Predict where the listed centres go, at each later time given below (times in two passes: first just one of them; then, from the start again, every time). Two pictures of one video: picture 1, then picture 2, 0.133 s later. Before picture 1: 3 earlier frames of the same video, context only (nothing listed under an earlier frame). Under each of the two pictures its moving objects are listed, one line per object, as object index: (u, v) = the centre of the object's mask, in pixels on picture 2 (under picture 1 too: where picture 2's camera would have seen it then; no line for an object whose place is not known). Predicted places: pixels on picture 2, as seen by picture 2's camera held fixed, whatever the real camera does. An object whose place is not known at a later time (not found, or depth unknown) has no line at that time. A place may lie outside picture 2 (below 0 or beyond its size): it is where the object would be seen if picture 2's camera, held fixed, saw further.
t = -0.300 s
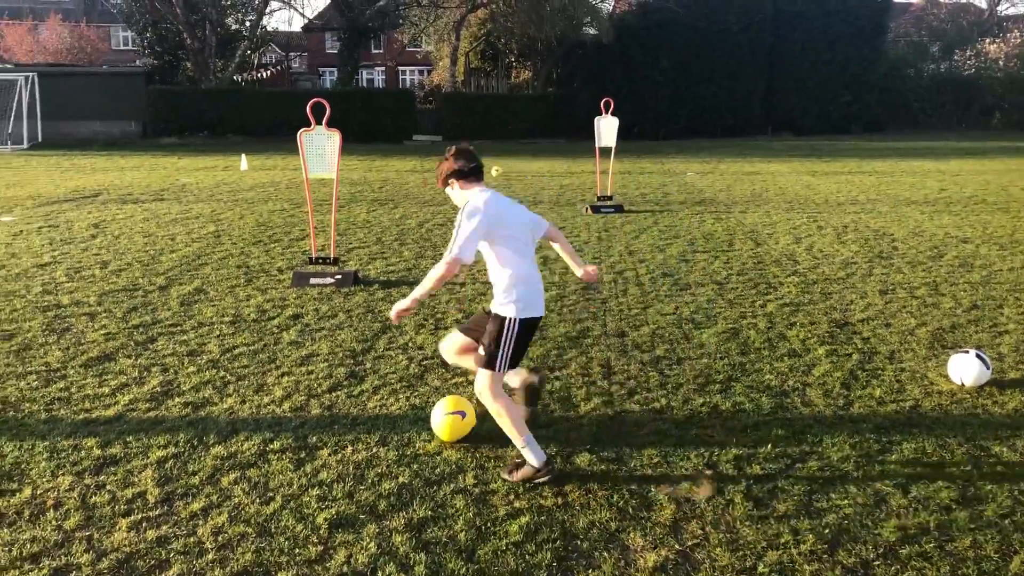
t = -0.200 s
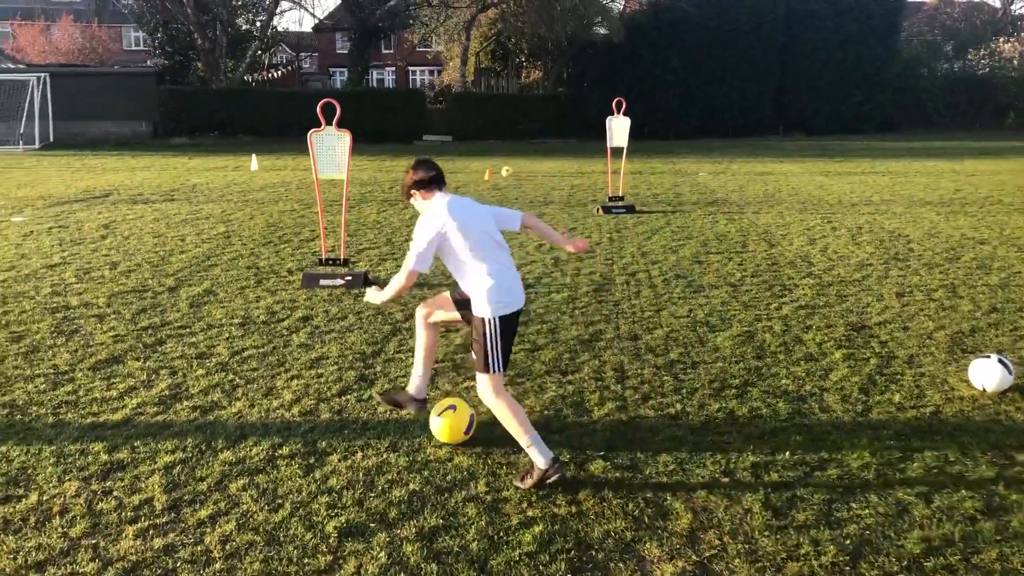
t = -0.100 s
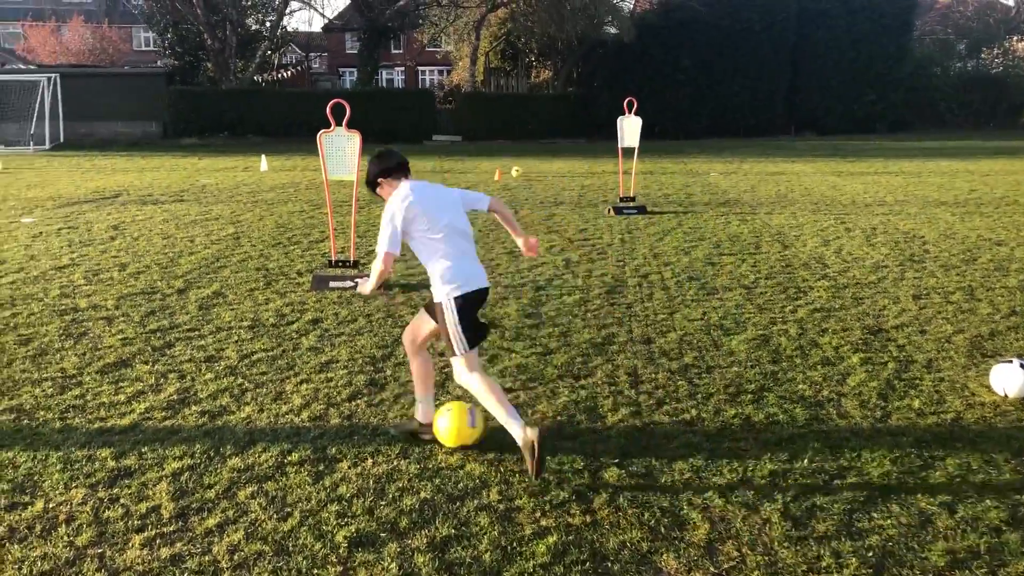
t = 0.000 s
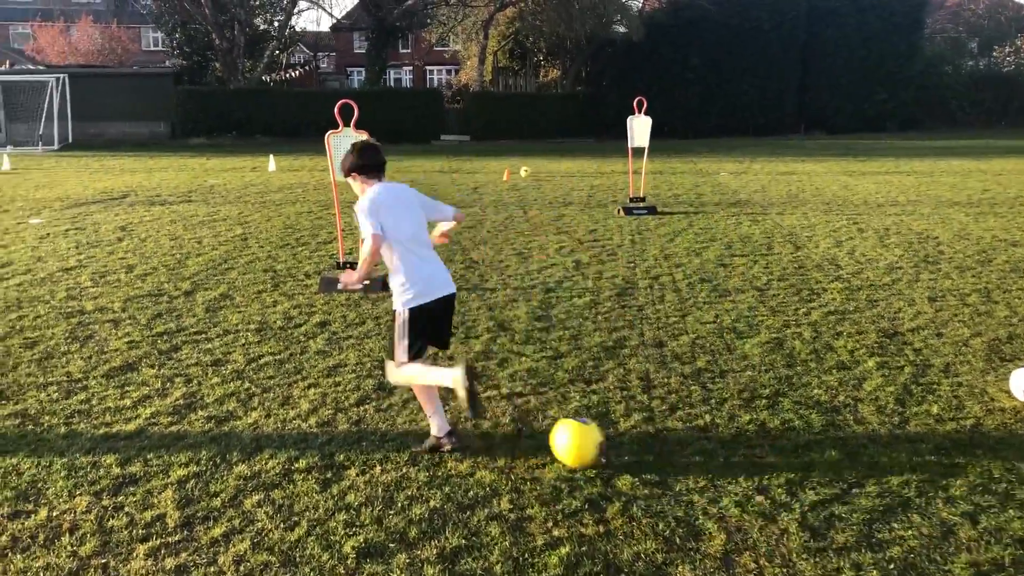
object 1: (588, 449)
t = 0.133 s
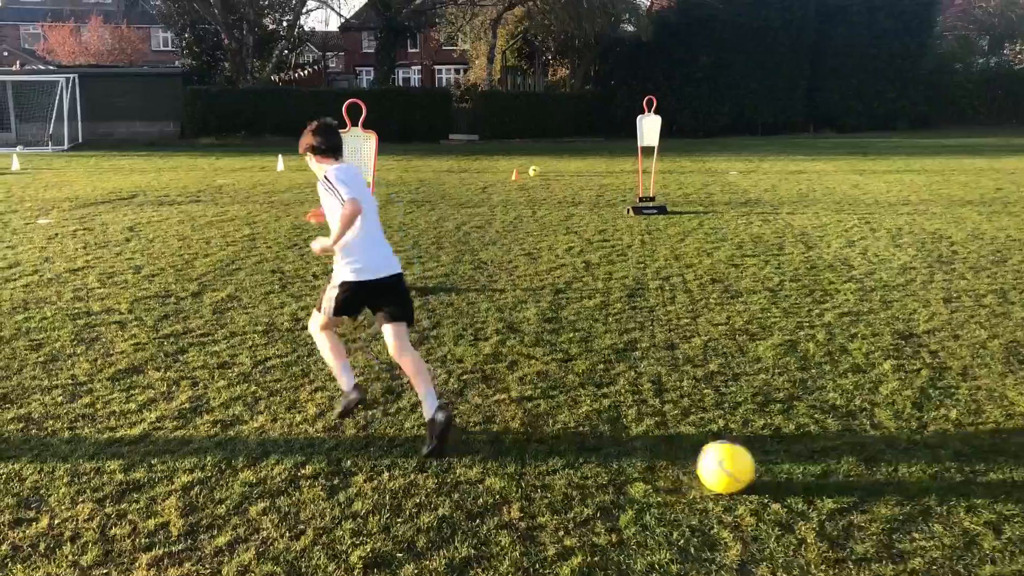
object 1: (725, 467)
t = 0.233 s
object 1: (809, 476)
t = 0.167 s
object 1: (754, 469)
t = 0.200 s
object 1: (783, 472)
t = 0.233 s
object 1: (809, 476)
